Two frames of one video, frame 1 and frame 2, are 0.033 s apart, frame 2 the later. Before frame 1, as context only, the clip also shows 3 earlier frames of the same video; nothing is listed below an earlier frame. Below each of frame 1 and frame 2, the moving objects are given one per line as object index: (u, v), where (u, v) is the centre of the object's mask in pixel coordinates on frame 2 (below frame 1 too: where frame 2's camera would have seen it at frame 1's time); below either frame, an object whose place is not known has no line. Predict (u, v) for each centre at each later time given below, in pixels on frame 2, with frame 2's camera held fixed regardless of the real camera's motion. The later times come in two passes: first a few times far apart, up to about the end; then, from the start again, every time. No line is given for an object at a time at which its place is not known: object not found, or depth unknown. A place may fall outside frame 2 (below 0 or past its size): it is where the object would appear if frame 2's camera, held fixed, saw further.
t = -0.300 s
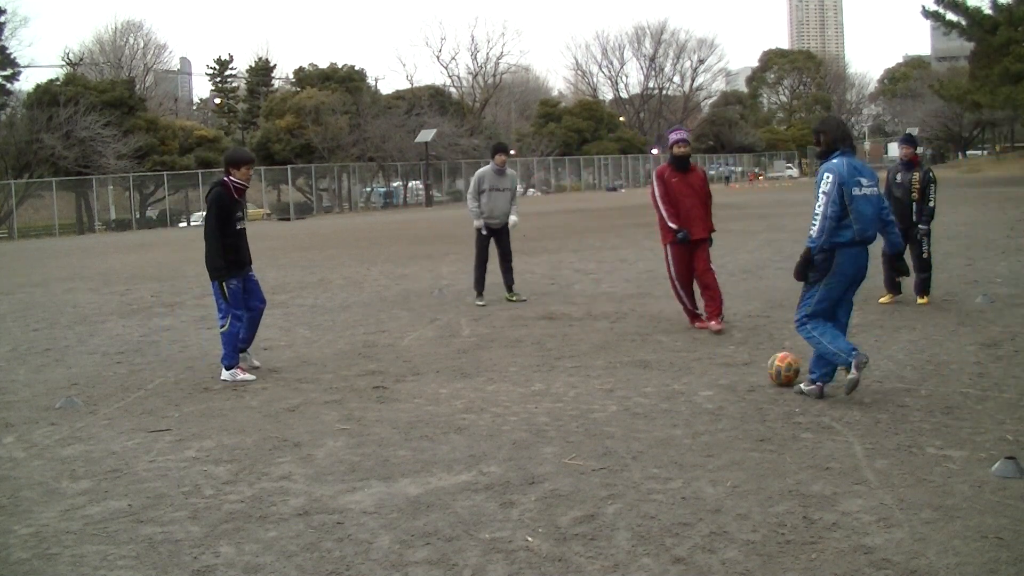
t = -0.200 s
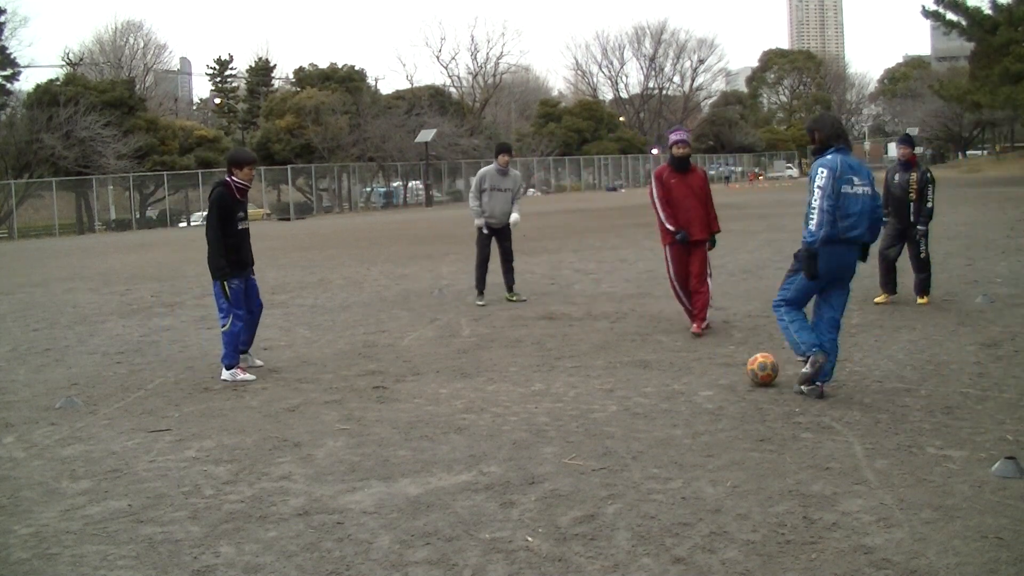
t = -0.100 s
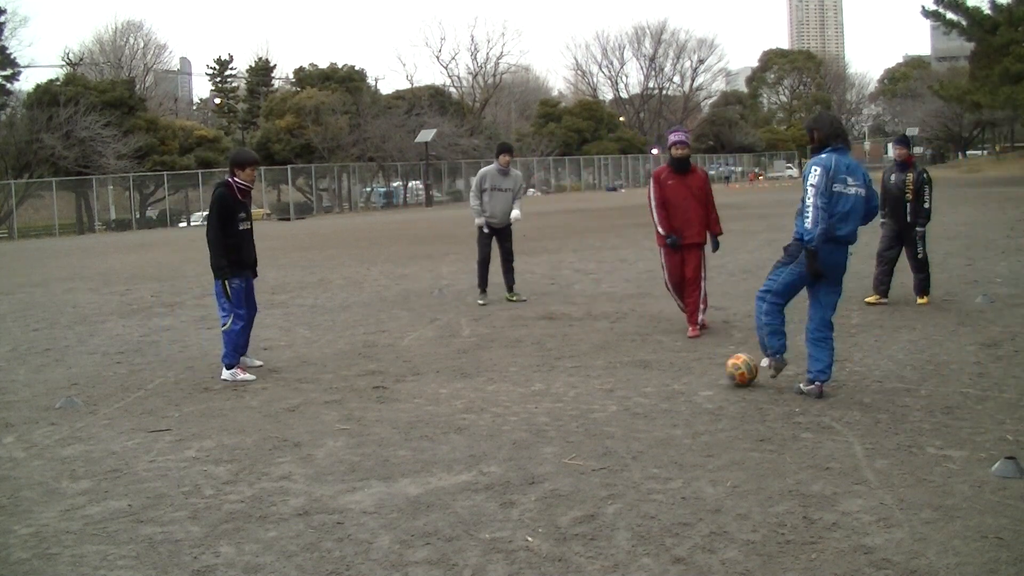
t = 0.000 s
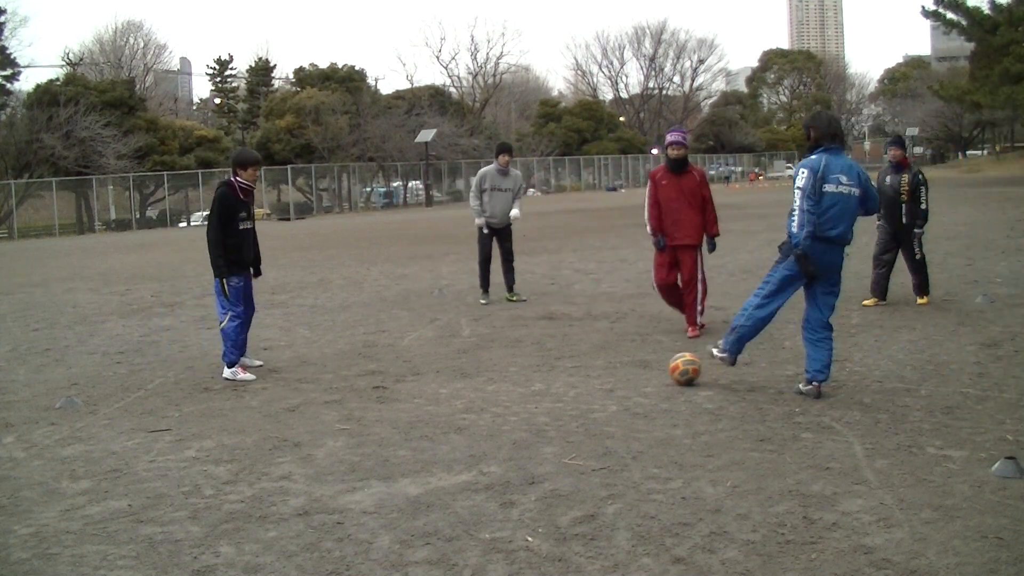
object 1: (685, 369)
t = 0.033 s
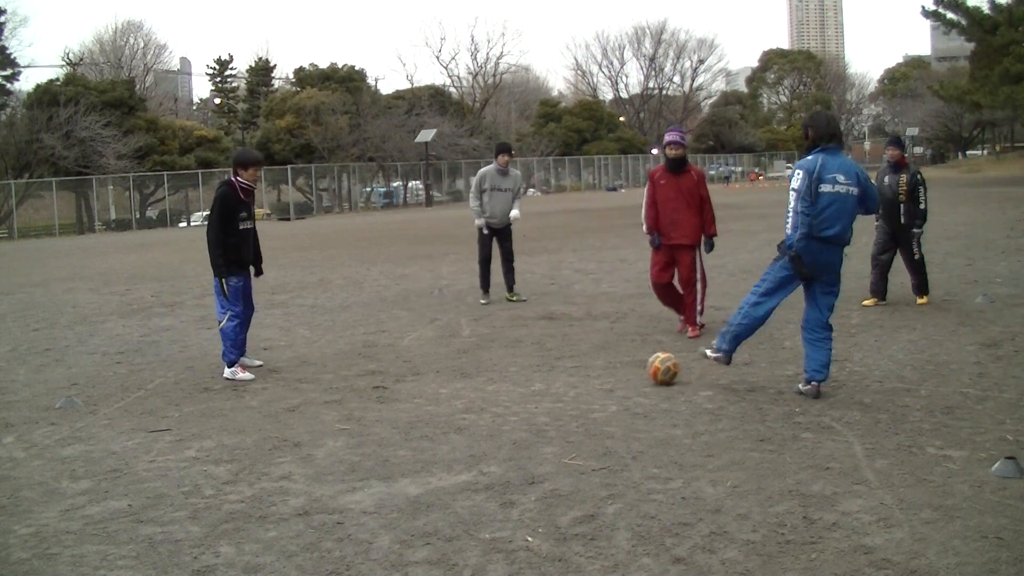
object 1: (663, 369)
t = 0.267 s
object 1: (541, 364)
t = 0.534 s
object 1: (433, 362)
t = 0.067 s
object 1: (643, 367)
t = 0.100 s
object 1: (623, 367)
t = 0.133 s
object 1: (605, 366)
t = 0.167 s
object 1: (588, 366)
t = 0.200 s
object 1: (571, 366)
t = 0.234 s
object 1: (555, 365)
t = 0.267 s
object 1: (541, 364)
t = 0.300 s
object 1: (527, 365)
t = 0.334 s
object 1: (512, 365)
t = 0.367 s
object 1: (499, 363)
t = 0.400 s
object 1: (484, 364)
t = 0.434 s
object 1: (471, 363)
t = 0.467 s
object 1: (458, 362)
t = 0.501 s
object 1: (446, 362)
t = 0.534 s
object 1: (433, 362)
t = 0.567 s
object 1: (420, 362)
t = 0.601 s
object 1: (407, 363)
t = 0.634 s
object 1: (396, 361)
